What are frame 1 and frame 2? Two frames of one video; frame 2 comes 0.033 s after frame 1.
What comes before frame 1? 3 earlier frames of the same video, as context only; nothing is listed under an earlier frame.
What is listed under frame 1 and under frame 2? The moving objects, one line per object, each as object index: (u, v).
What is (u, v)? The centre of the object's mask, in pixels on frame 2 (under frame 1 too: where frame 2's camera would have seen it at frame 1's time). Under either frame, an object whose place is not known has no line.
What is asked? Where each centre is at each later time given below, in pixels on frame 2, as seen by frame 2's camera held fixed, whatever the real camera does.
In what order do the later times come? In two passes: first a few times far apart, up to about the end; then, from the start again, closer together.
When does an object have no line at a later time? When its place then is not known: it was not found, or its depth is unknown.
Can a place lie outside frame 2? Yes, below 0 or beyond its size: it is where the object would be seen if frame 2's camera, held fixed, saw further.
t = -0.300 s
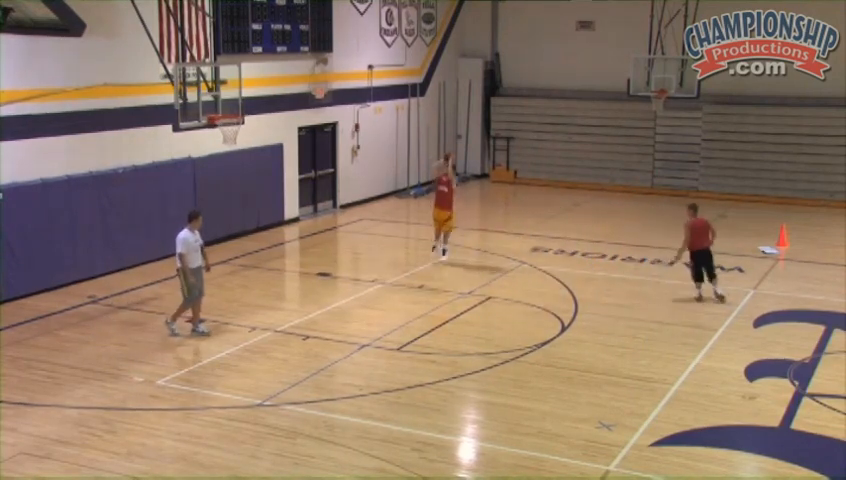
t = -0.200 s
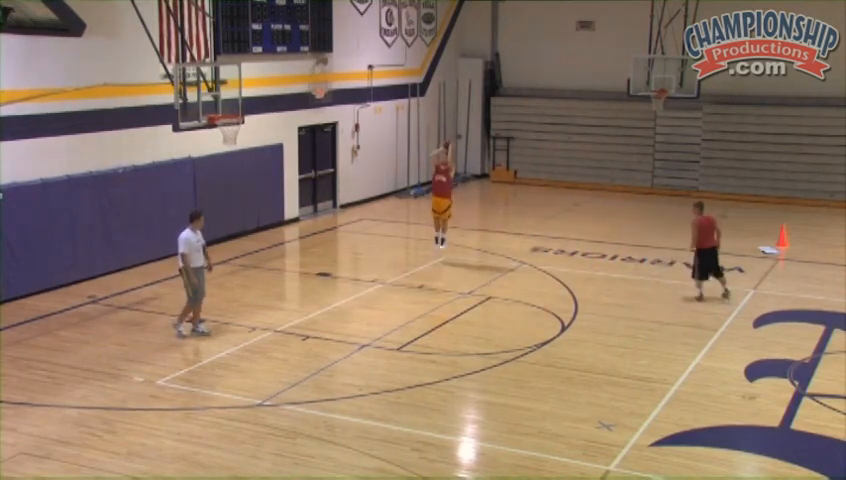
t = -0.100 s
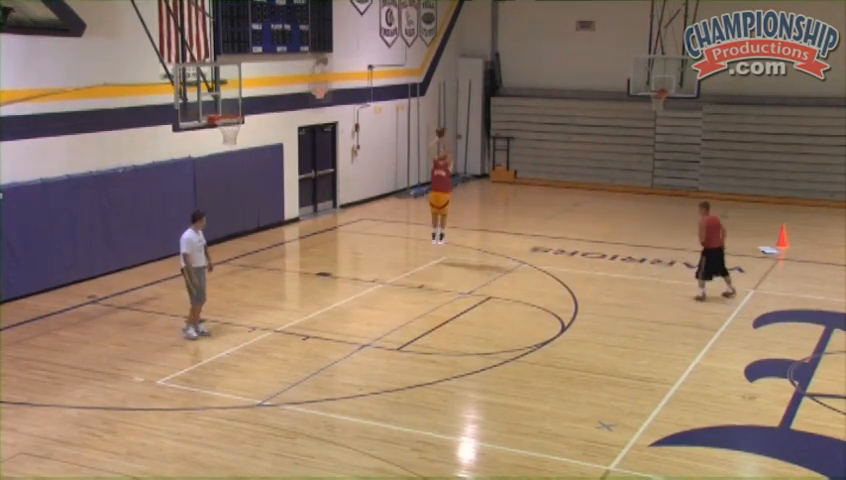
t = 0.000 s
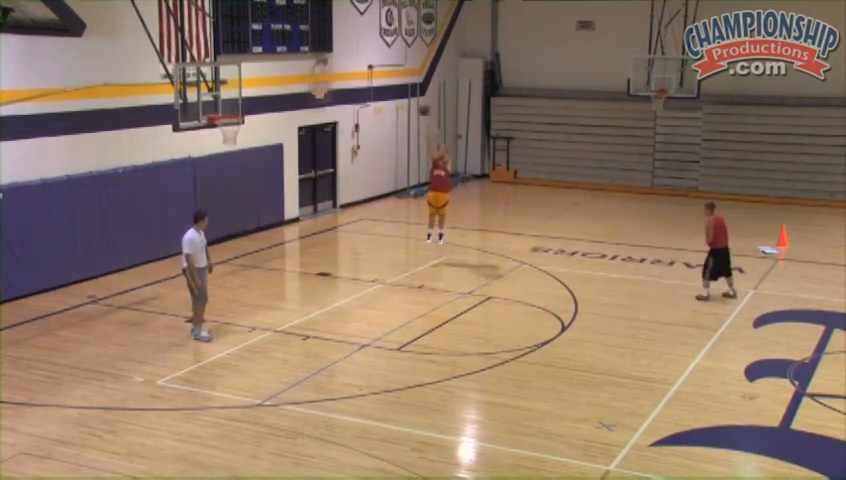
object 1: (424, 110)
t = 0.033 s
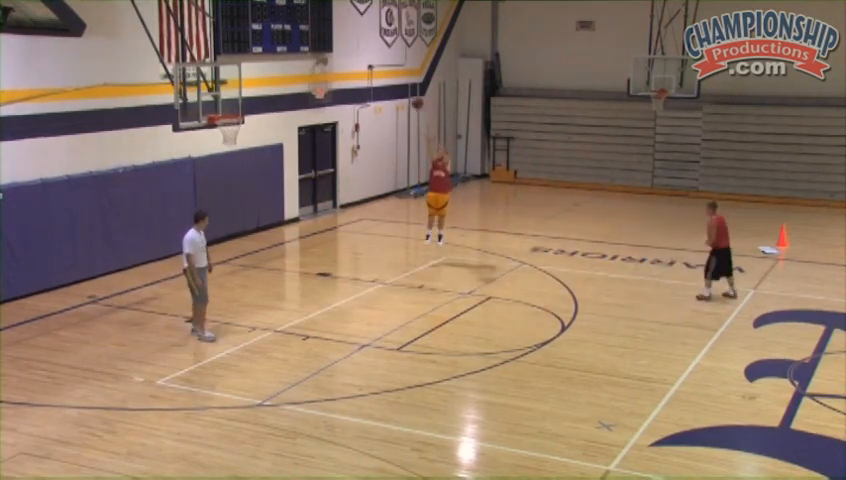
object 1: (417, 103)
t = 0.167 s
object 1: (389, 80)
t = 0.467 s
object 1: (322, 62)
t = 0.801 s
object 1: (243, 97)
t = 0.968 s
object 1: (217, 102)
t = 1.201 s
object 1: (226, 93)
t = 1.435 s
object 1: (250, 115)
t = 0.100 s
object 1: (402, 86)
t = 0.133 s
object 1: (396, 83)
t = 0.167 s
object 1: (389, 80)
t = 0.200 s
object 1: (382, 76)
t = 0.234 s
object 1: (374, 71)
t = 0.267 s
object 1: (367, 69)
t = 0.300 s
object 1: (360, 66)
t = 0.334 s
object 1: (352, 64)
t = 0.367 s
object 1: (345, 62)
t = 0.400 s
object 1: (337, 62)
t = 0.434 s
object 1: (329, 61)
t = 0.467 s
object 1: (322, 62)
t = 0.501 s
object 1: (314, 63)
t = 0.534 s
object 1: (306, 64)
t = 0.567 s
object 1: (298, 66)
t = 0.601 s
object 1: (290, 69)
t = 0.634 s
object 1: (282, 72)
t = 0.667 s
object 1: (275, 76)
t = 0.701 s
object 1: (266, 81)
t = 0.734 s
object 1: (259, 86)
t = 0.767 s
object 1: (251, 92)
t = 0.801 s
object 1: (243, 97)
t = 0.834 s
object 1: (235, 108)
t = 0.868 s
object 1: (229, 112)
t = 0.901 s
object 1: (225, 109)
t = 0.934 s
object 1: (219, 103)
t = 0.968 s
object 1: (217, 102)
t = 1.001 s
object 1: (213, 98)
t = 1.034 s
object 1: (211, 97)
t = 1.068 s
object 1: (213, 95)
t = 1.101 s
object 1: (216, 93)
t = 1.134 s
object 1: (219, 93)
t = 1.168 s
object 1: (222, 93)
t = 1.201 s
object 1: (226, 93)
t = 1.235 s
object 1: (229, 94)
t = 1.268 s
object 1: (233, 96)
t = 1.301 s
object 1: (237, 98)
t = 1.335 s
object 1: (242, 104)
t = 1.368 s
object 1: (244, 106)
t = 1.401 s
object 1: (247, 110)
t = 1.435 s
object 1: (250, 115)
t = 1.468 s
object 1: (253, 121)
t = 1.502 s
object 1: (257, 127)
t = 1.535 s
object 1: (260, 134)
